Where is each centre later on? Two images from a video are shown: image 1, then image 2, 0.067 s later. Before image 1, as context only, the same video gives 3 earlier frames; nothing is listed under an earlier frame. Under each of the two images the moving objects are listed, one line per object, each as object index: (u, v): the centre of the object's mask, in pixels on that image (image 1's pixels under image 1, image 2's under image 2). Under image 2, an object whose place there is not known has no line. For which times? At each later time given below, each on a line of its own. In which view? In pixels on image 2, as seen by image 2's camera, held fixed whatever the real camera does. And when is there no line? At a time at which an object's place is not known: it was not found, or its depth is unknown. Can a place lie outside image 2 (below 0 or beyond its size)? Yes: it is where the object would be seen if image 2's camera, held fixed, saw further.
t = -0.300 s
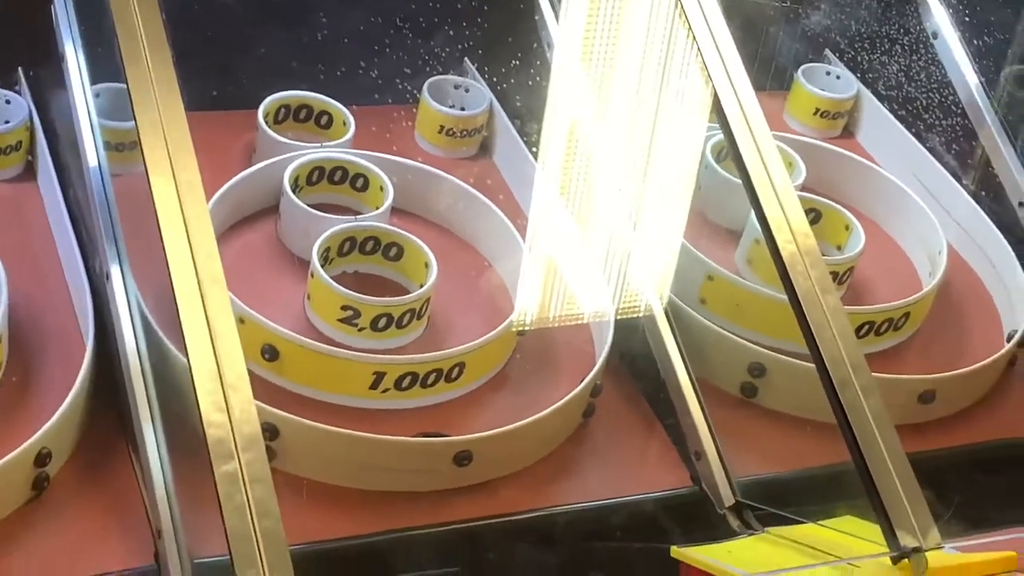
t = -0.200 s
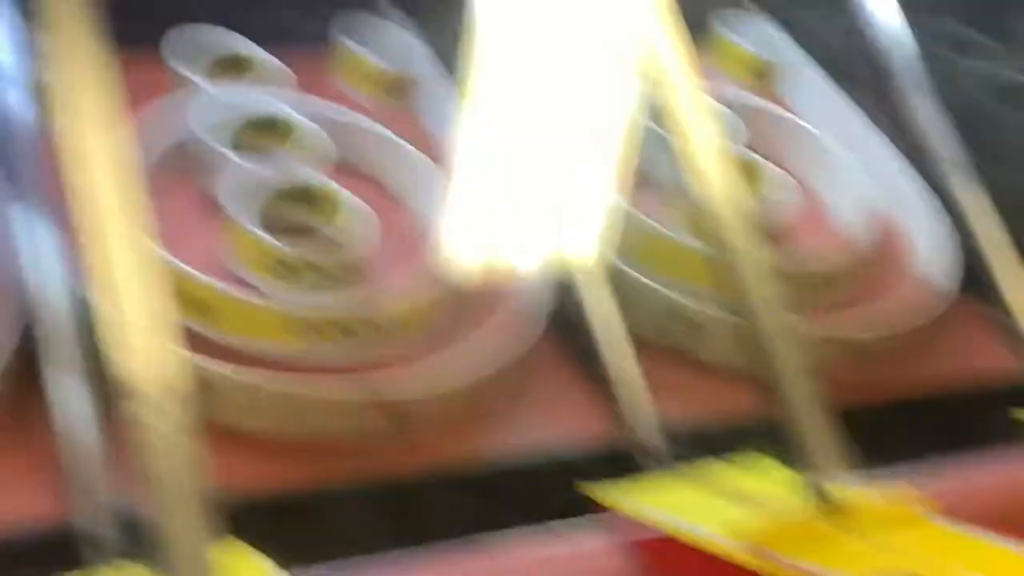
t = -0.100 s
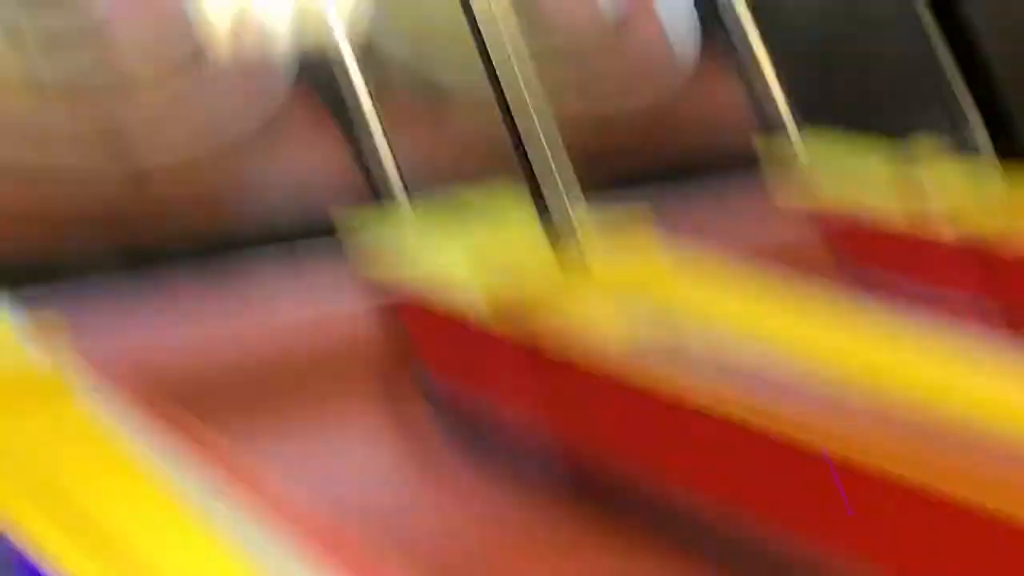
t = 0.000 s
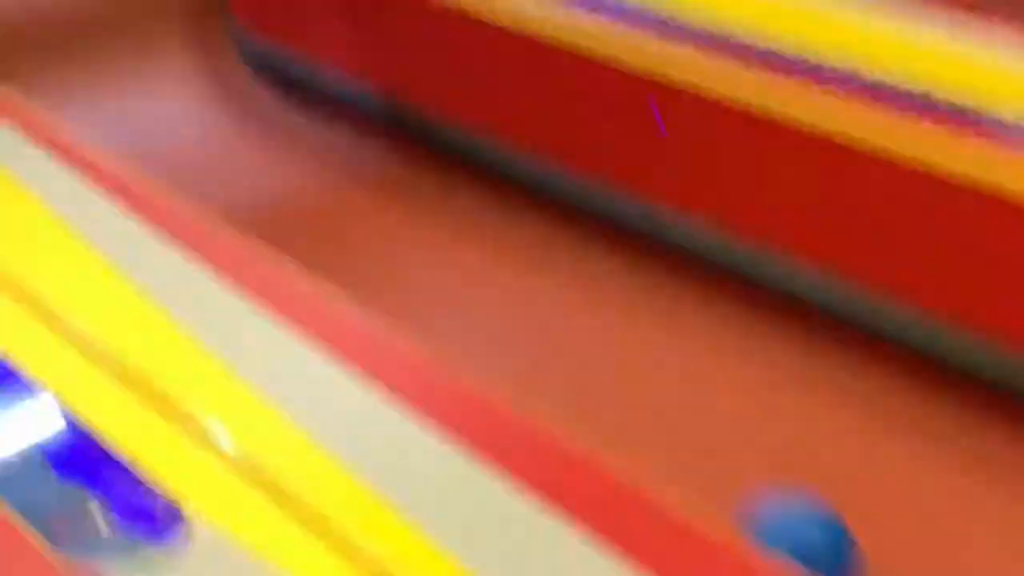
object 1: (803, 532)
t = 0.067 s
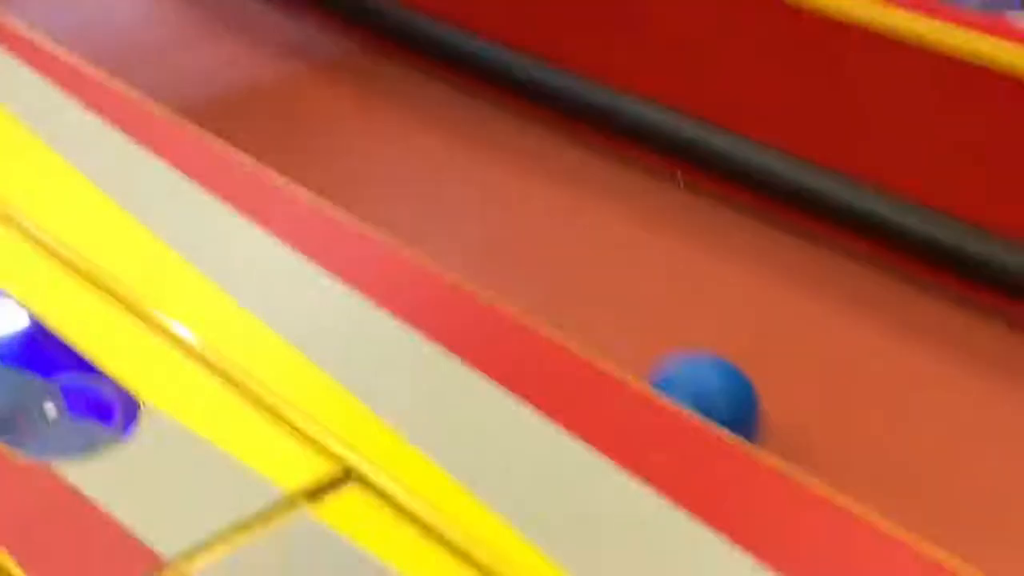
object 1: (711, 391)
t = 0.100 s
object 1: (687, 380)
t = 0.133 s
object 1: (661, 368)
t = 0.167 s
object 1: (639, 360)
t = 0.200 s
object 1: (616, 346)
